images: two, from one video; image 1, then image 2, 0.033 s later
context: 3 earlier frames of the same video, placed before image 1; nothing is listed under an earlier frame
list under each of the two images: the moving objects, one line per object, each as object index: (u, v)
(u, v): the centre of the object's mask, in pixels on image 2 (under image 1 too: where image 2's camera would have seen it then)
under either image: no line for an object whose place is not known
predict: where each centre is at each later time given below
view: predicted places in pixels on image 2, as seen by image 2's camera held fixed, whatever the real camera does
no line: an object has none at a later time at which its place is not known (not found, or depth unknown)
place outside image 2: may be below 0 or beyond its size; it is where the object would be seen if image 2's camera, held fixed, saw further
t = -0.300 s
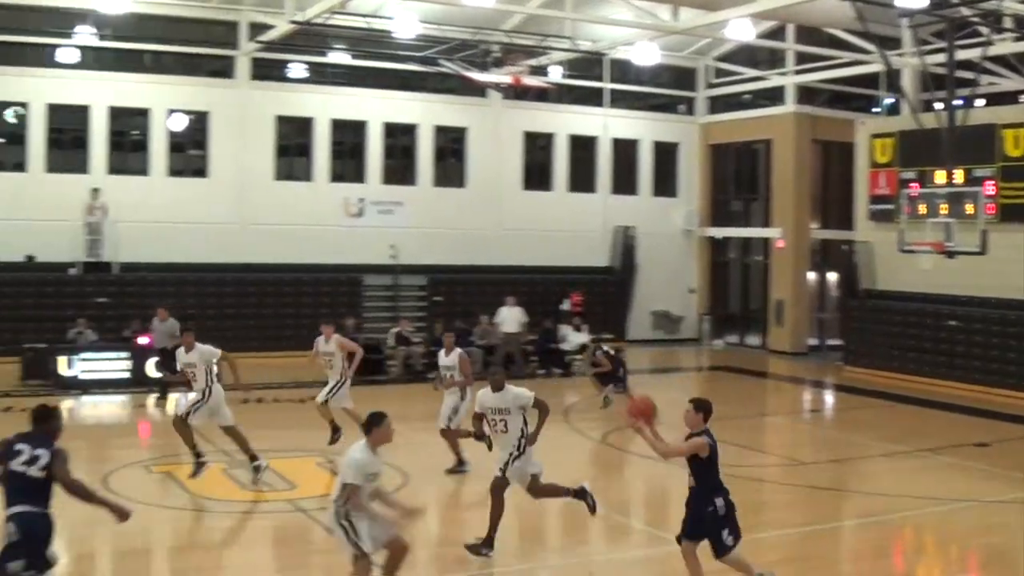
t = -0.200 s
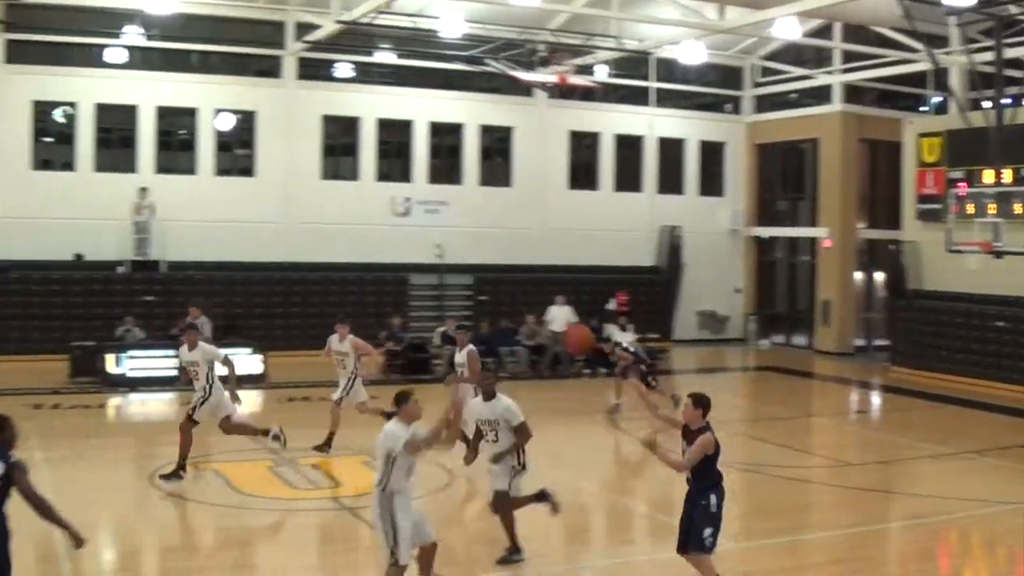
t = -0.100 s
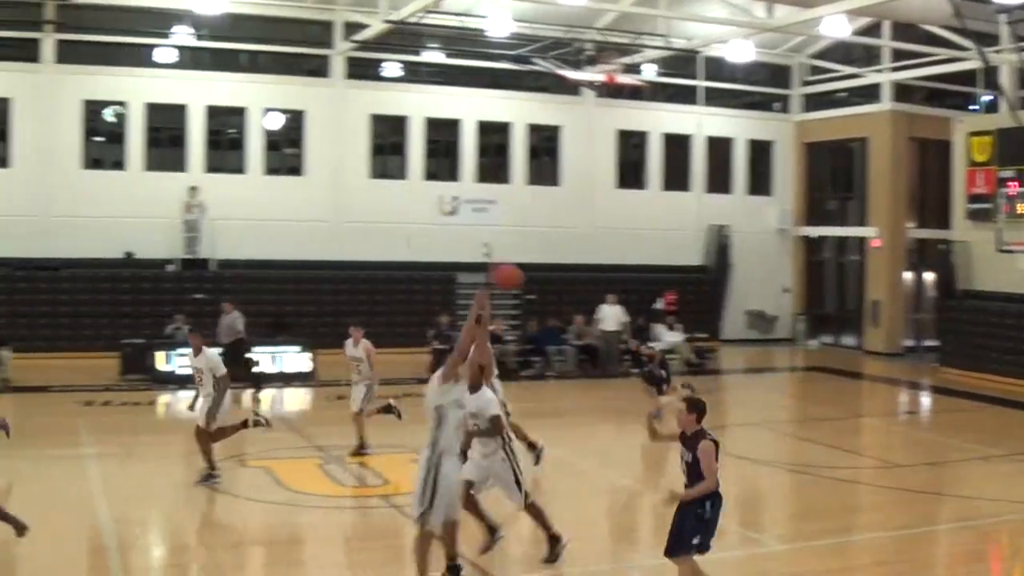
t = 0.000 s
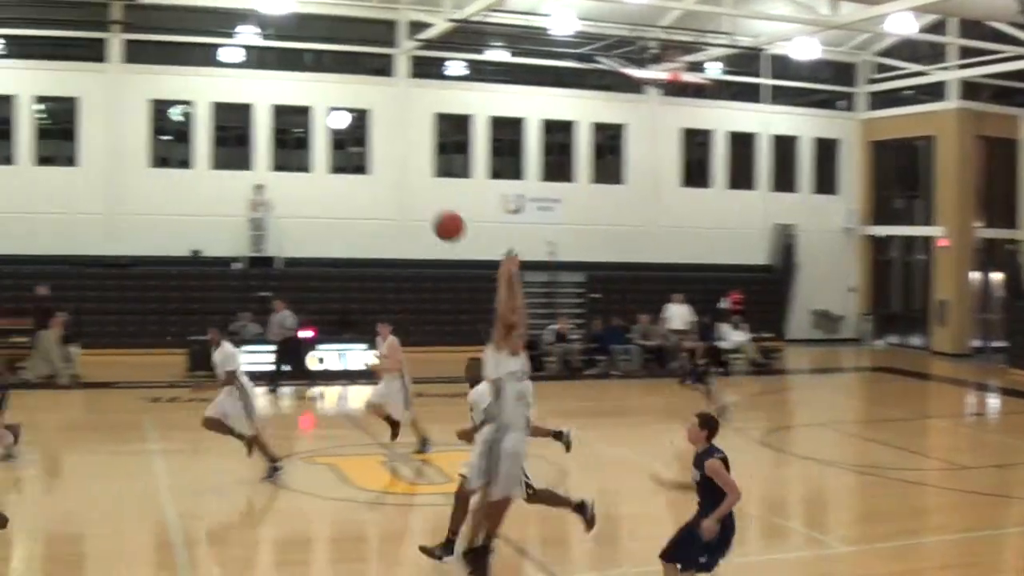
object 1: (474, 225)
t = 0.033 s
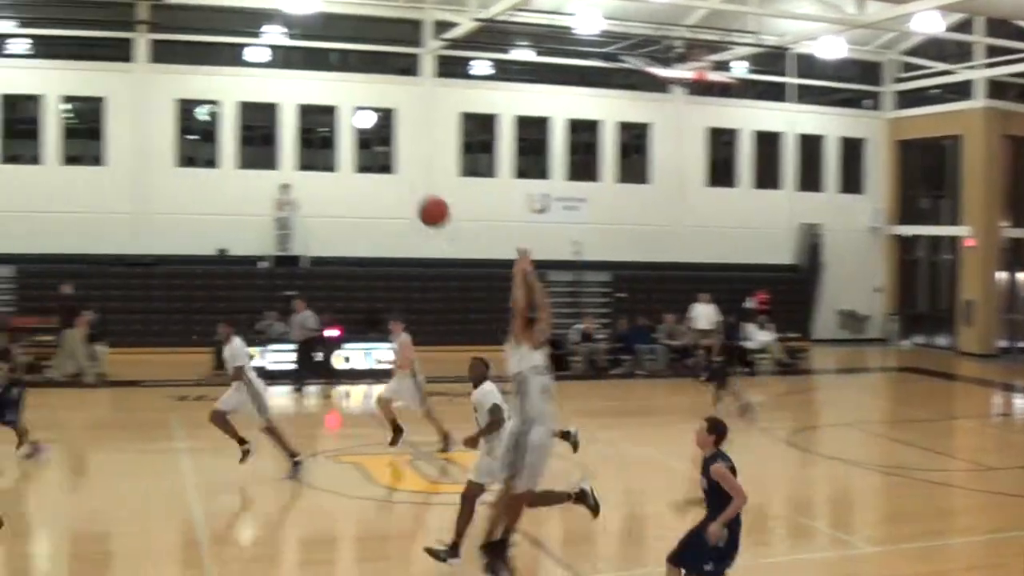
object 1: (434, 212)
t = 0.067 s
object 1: (394, 200)
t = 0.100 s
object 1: (354, 190)
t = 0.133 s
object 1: (320, 181)
